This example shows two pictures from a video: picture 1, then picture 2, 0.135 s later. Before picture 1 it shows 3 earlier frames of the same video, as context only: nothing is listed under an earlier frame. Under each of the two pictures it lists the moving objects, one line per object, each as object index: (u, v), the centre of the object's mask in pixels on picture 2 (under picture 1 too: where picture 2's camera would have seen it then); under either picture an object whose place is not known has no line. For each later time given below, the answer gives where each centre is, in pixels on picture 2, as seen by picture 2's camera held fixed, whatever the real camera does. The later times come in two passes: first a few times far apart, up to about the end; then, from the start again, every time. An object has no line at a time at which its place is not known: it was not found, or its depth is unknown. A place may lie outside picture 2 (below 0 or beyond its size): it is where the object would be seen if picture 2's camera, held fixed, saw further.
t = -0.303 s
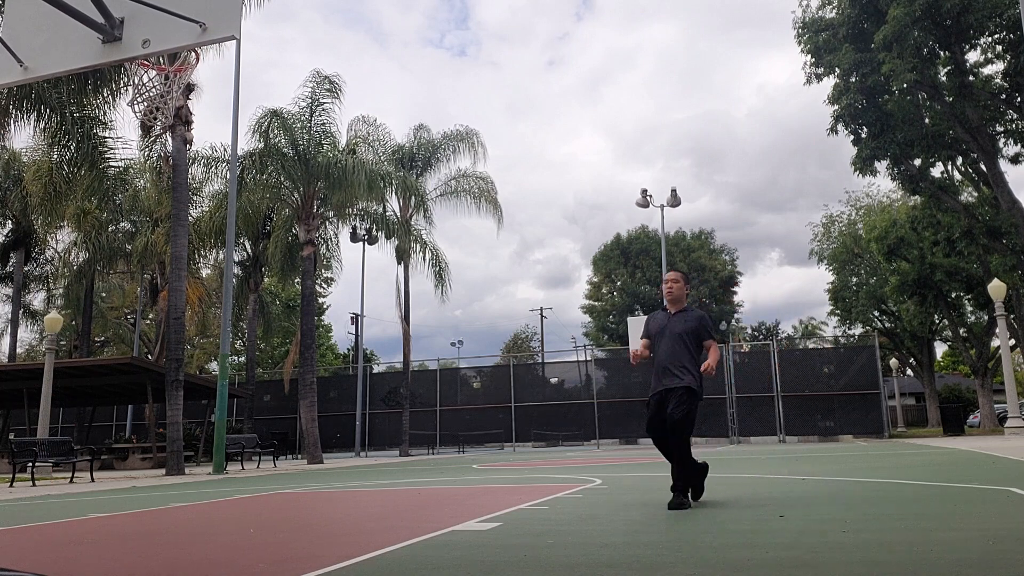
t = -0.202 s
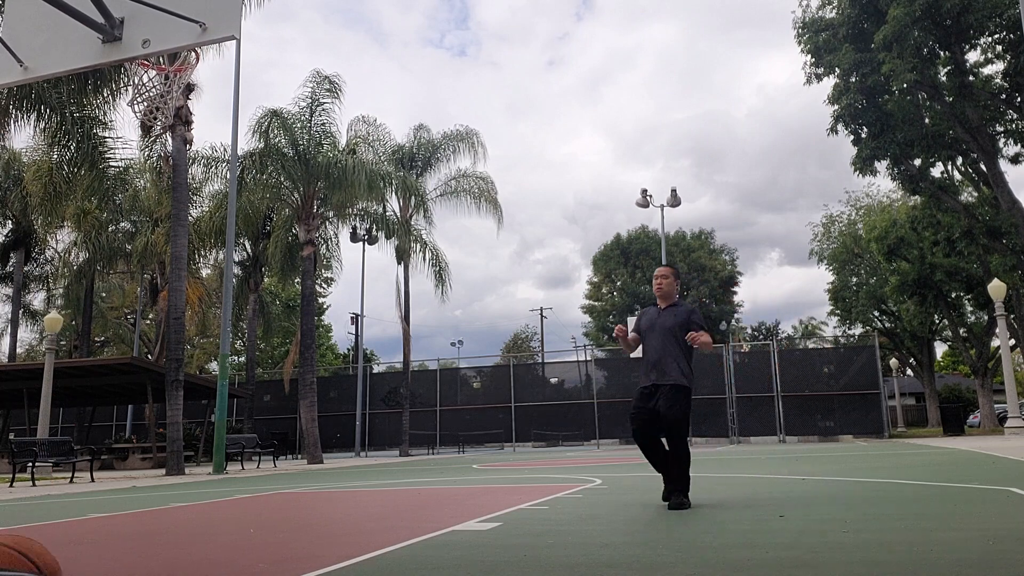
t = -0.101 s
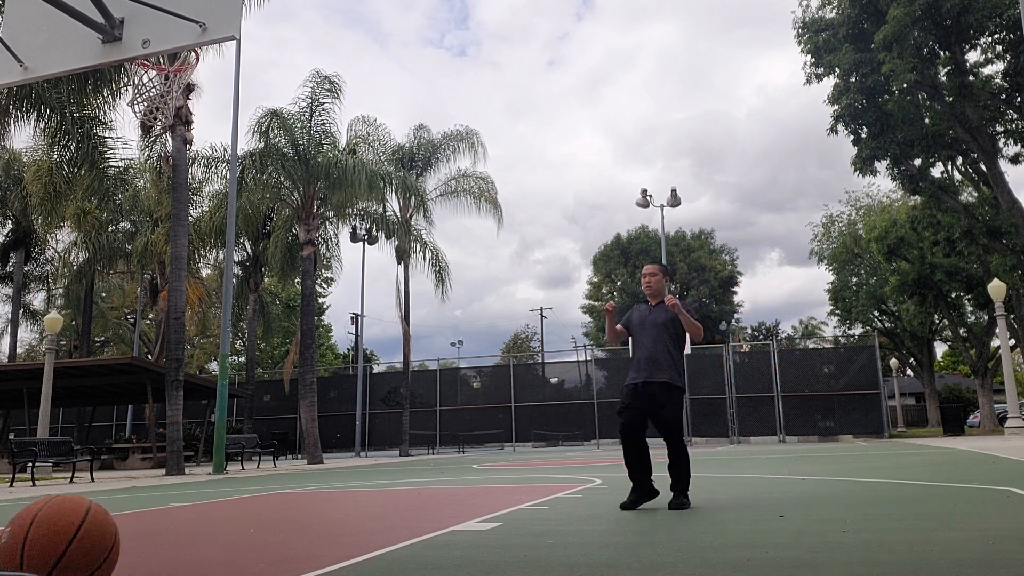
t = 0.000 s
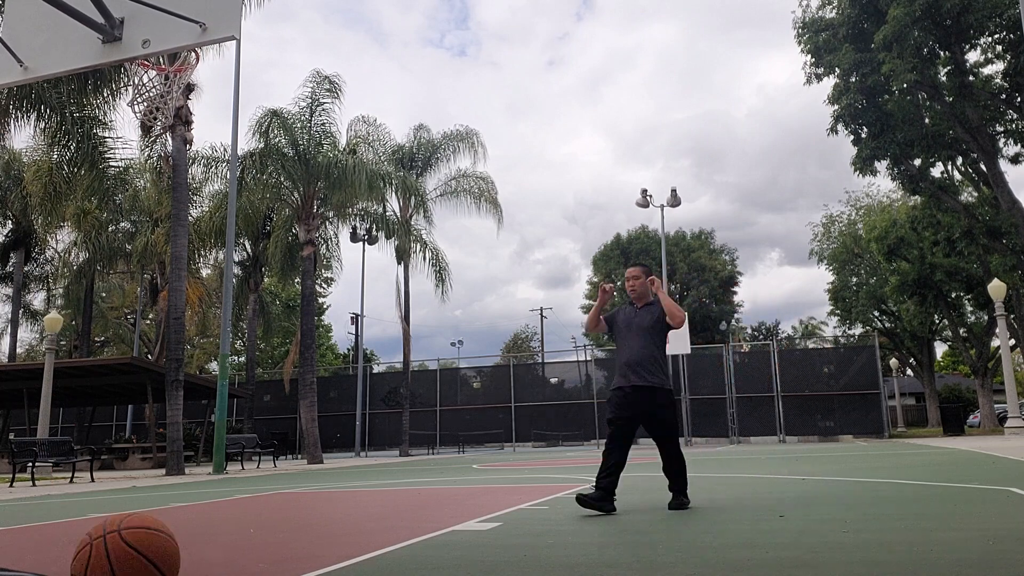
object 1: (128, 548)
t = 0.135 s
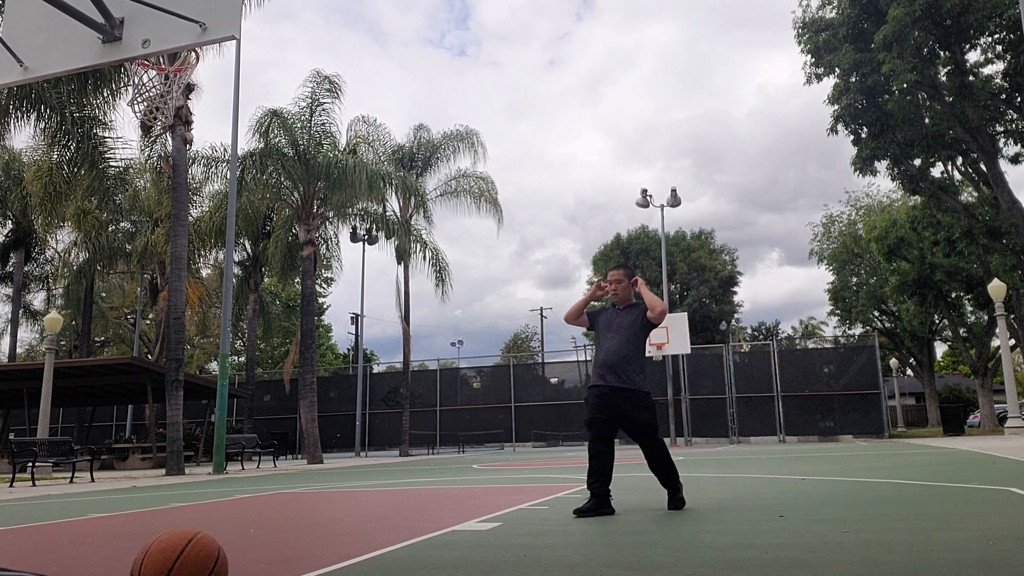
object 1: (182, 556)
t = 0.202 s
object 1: (203, 543)
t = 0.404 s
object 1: (259, 554)
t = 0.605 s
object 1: (296, 532)
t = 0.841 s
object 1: (328, 531)
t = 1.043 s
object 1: (349, 541)
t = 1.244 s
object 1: (363, 526)
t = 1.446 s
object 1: (374, 517)
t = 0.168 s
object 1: (192, 549)
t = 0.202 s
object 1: (203, 543)
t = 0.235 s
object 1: (213, 540)
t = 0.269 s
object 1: (223, 538)
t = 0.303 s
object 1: (232, 540)
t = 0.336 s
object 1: (241, 543)
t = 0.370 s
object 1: (250, 548)
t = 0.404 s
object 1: (259, 554)
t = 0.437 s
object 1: (267, 560)
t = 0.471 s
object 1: (273, 551)
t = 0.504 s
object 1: (279, 545)
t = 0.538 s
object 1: (285, 538)
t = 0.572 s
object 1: (290, 533)
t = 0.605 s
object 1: (296, 532)
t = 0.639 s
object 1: (301, 533)
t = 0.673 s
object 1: (306, 538)
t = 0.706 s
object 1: (311, 544)
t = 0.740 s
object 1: (315, 550)
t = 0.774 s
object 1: (319, 547)
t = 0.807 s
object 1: (324, 538)
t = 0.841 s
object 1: (328, 531)
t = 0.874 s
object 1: (332, 527)
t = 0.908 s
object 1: (335, 526)
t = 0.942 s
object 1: (339, 527)
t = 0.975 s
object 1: (342, 531)
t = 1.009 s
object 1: (346, 538)
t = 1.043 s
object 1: (349, 541)
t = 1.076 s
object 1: (351, 532)
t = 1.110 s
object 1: (354, 526)
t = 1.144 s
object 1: (356, 522)
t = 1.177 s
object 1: (359, 521)
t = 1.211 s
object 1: (361, 523)
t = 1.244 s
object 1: (363, 526)
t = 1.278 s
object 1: (365, 533)
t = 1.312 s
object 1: (367, 527)
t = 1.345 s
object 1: (369, 521)
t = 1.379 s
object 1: (371, 518)
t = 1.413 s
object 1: (373, 516)
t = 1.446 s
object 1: (374, 517)
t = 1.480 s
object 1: (376, 521)
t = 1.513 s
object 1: (377, 525)
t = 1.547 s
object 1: (379, 519)
